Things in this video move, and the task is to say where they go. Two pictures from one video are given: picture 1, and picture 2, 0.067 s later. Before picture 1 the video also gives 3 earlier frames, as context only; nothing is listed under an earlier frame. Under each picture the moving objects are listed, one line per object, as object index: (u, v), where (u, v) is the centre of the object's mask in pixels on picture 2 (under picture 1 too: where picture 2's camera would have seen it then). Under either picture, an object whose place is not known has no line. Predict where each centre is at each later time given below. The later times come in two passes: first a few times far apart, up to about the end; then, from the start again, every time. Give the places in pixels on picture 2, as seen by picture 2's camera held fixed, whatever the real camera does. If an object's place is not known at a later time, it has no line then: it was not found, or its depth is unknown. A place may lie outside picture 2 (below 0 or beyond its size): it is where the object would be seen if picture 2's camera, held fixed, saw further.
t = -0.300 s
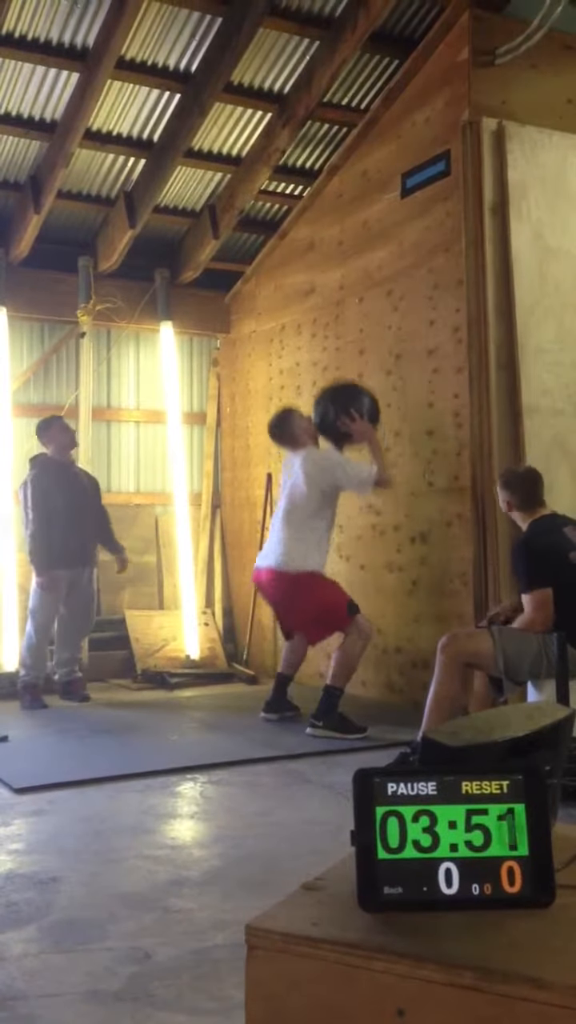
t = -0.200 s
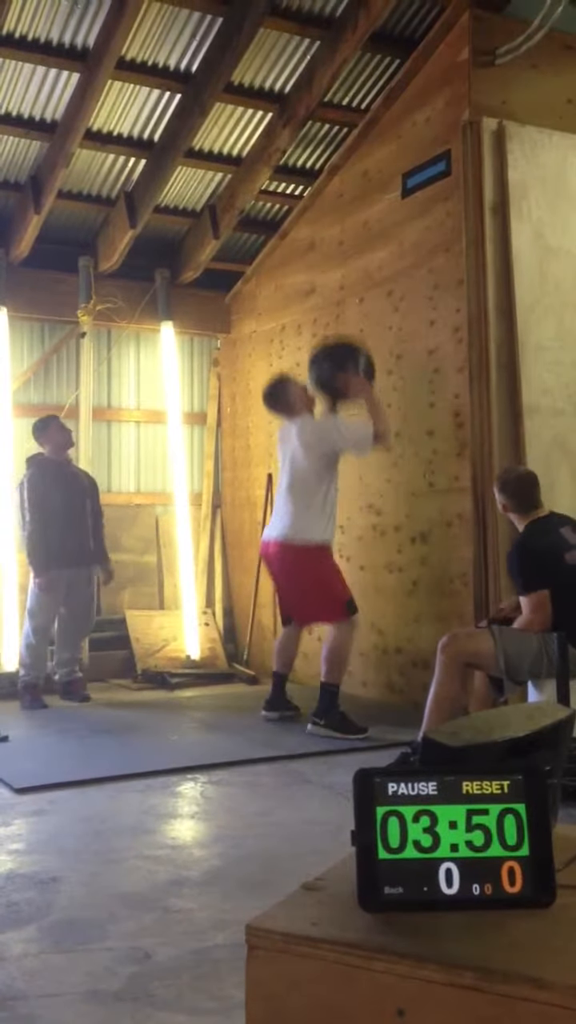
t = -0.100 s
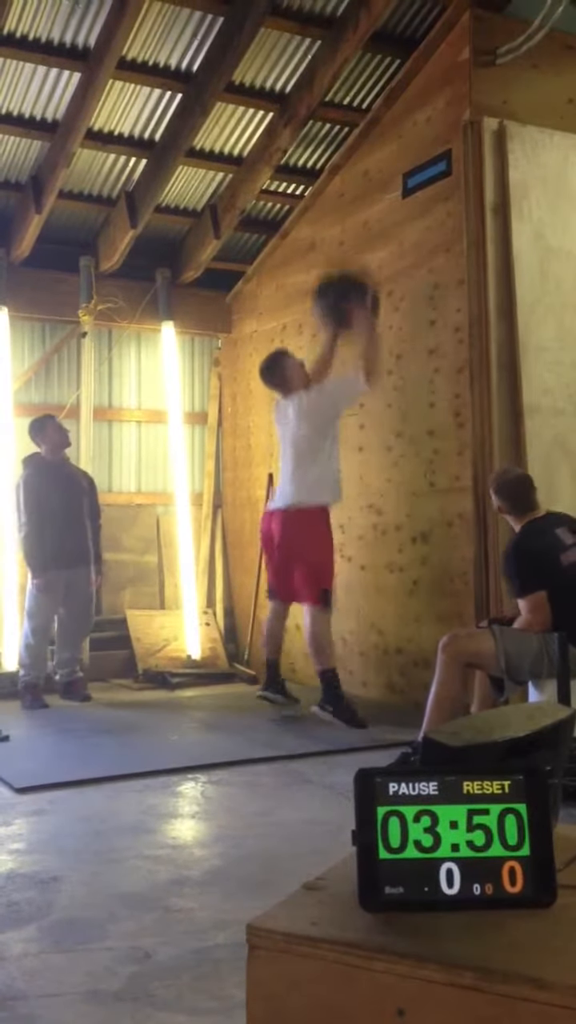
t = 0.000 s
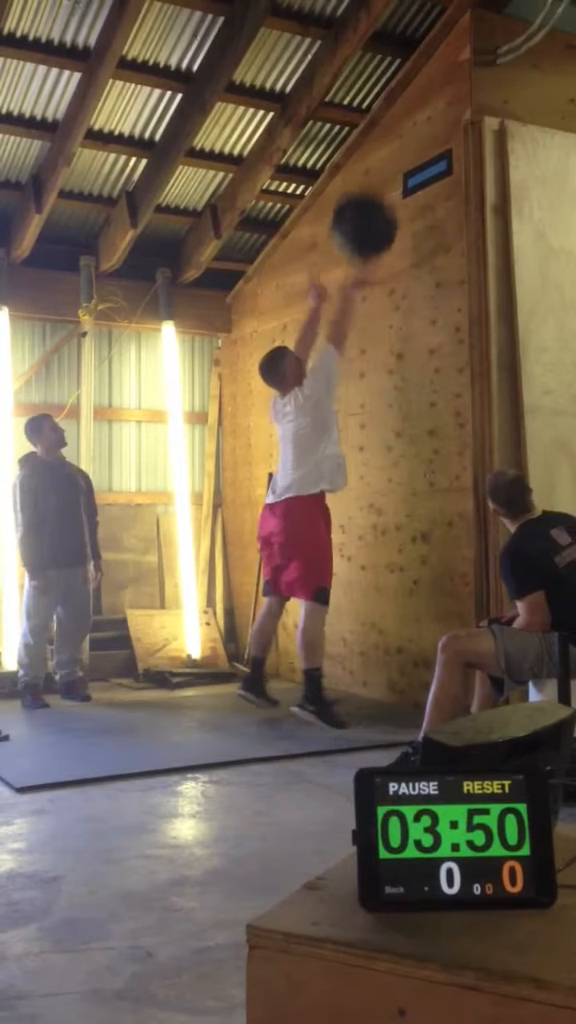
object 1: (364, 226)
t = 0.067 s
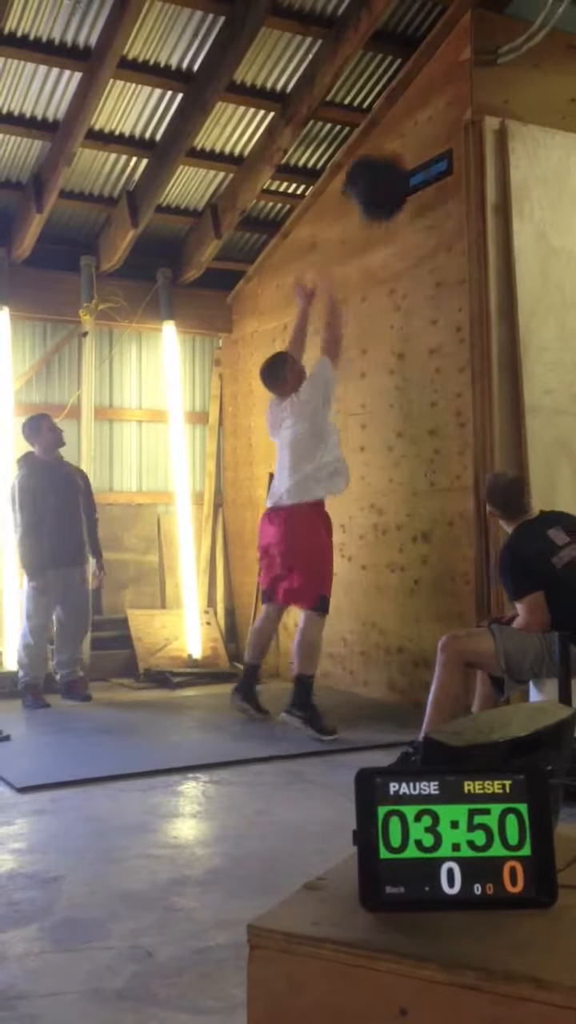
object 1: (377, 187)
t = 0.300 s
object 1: (408, 117)
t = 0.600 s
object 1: (364, 168)
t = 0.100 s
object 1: (384, 171)
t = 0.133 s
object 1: (389, 156)
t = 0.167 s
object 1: (396, 145)
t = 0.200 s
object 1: (406, 134)
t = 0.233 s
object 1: (410, 126)
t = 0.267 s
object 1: (410, 121)
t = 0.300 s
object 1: (408, 117)
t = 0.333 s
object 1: (404, 114)
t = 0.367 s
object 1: (401, 113)
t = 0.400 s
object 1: (391, 115)
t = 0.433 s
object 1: (388, 119)
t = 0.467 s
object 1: (382, 124)
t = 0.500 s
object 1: (377, 132)
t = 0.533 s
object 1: (373, 142)
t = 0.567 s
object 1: (369, 154)
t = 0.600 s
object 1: (364, 168)
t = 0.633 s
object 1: (360, 184)
